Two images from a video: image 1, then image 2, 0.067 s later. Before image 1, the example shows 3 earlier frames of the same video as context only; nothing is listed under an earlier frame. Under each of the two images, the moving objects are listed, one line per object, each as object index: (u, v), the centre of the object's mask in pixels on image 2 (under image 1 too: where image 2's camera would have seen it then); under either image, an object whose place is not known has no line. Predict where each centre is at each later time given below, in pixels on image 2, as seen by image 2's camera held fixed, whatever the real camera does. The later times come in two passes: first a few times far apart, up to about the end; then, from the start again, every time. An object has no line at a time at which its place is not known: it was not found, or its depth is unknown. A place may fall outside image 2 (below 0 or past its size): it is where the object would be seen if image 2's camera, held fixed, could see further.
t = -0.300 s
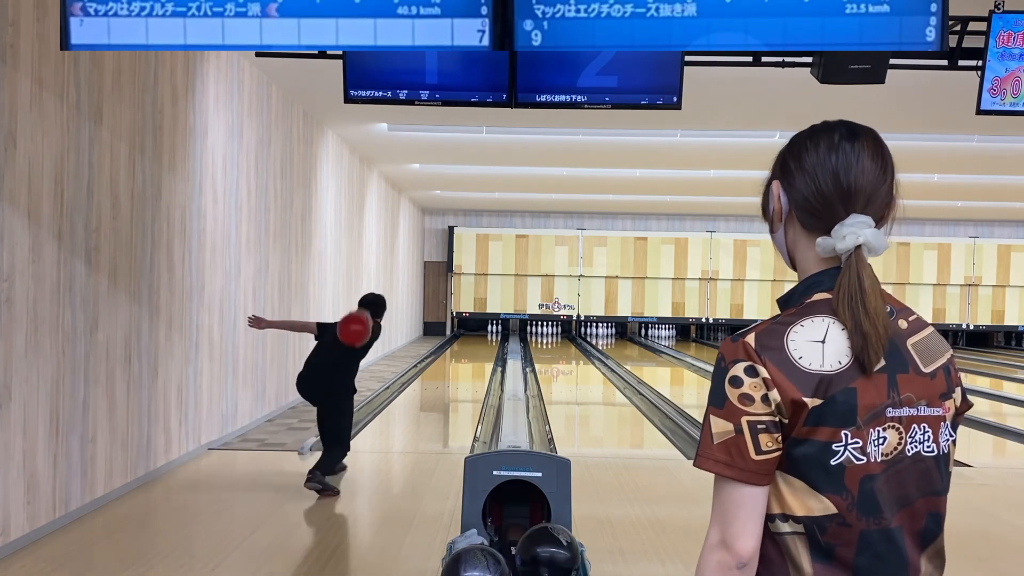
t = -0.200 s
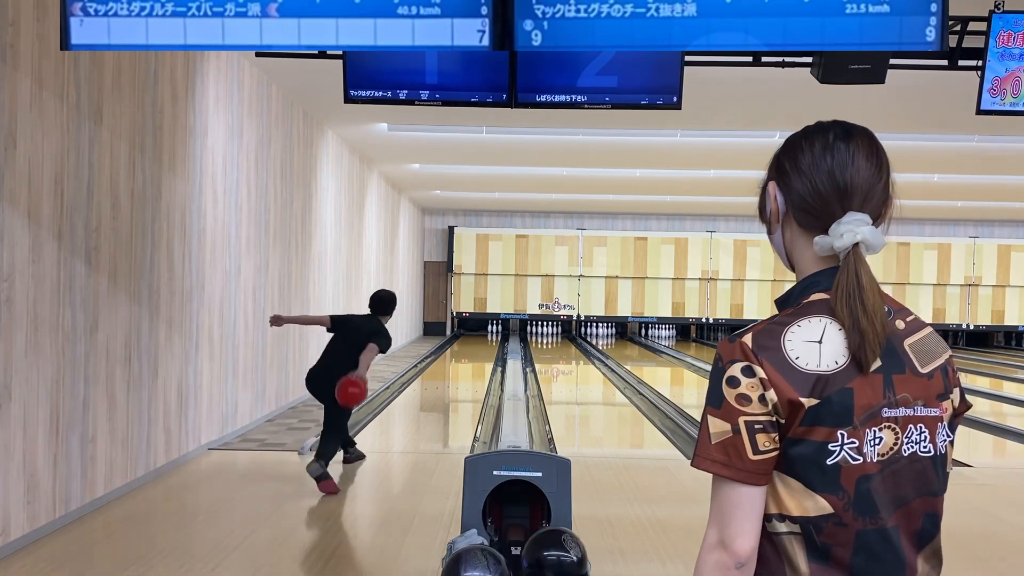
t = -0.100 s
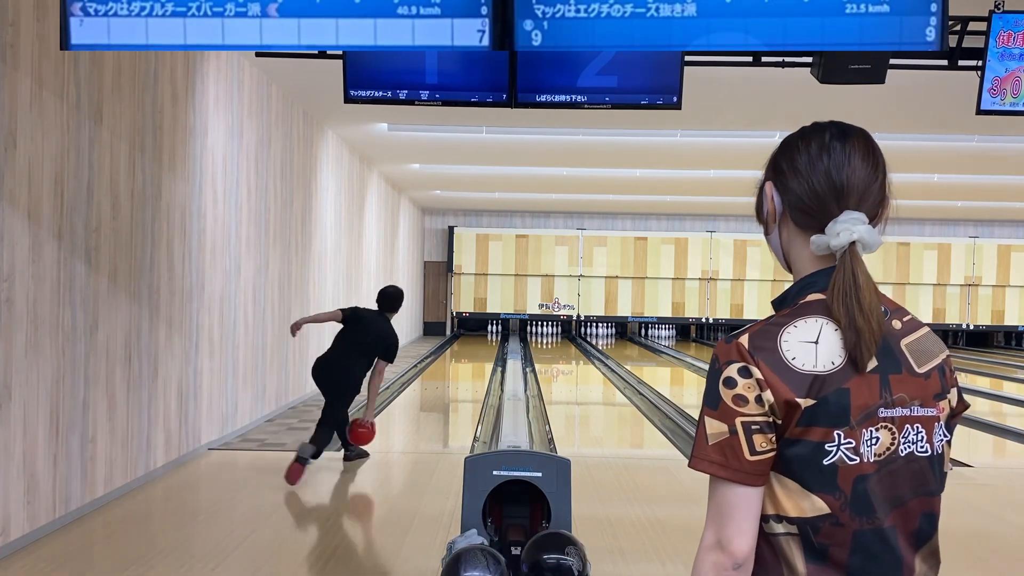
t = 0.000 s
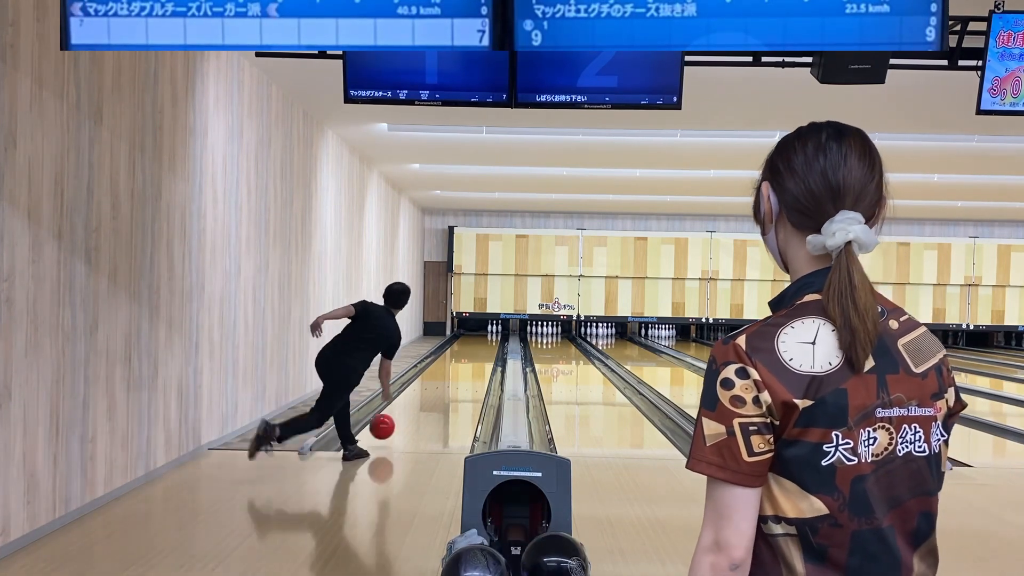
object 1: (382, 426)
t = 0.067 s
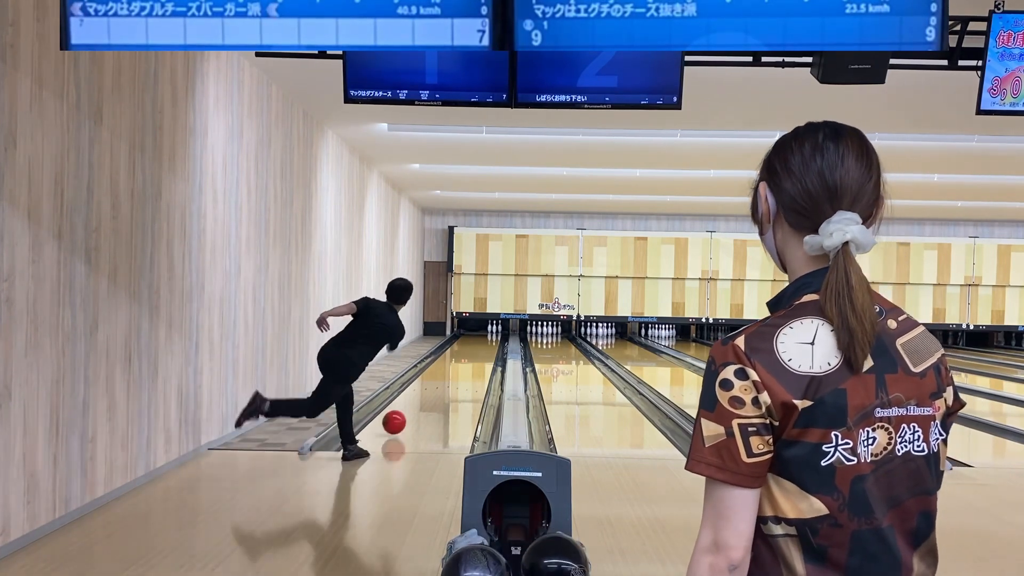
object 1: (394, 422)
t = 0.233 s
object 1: (418, 403)
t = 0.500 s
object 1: (443, 380)
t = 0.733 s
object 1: (458, 366)
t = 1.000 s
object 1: (470, 355)
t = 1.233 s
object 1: (478, 347)
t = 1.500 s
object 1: (483, 341)
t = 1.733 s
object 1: (487, 337)
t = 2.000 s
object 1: (490, 333)
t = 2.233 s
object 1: (491, 330)
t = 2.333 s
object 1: (490, 328)
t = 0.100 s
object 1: (399, 418)
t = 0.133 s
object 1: (405, 413)
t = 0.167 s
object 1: (409, 410)
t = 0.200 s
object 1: (414, 406)
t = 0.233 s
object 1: (418, 403)
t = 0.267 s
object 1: (422, 399)
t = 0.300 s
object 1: (425, 396)
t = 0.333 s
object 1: (428, 393)
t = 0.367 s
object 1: (432, 390)
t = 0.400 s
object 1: (435, 387)
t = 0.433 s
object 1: (437, 385)
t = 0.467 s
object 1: (440, 382)
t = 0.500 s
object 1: (443, 380)
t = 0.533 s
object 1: (445, 377)
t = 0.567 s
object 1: (448, 375)
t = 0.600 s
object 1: (450, 373)
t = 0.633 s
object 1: (452, 371)
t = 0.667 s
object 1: (454, 370)
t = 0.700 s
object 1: (456, 368)
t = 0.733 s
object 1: (458, 366)
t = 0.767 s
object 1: (459, 364)
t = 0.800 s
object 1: (461, 363)
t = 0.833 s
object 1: (463, 361)
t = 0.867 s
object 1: (464, 360)
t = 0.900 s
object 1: (466, 359)
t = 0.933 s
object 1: (467, 357)
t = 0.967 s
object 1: (469, 356)
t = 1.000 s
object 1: (470, 355)
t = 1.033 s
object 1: (471, 354)
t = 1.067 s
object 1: (472, 353)
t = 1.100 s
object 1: (473, 352)
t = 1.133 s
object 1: (474, 351)
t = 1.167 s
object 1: (475, 350)
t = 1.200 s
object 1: (476, 349)
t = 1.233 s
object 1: (478, 347)
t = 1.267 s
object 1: (478, 347)
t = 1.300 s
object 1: (479, 345)
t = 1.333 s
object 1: (480, 345)
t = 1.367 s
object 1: (481, 344)
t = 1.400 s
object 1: (481, 343)
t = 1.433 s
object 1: (482, 342)
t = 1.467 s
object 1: (482, 342)
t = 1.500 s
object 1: (483, 341)
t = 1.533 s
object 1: (483, 340)
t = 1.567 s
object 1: (484, 339)
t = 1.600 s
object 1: (485, 339)
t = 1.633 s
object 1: (486, 338)
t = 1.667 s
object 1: (486, 338)
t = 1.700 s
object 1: (486, 337)
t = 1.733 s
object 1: (487, 337)
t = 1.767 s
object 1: (487, 336)
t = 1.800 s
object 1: (488, 336)
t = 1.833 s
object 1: (488, 335)
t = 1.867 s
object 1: (488, 335)
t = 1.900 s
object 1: (489, 334)
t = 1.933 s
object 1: (489, 333)
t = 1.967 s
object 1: (489, 333)
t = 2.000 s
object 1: (490, 333)
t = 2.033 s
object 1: (490, 333)
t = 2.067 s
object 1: (491, 332)
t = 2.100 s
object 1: (491, 332)
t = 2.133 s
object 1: (491, 331)
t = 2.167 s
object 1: (491, 331)
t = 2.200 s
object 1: (491, 330)
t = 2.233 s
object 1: (491, 330)
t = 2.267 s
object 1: (491, 329)
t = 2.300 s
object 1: (490, 329)
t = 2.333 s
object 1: (490, 328)
